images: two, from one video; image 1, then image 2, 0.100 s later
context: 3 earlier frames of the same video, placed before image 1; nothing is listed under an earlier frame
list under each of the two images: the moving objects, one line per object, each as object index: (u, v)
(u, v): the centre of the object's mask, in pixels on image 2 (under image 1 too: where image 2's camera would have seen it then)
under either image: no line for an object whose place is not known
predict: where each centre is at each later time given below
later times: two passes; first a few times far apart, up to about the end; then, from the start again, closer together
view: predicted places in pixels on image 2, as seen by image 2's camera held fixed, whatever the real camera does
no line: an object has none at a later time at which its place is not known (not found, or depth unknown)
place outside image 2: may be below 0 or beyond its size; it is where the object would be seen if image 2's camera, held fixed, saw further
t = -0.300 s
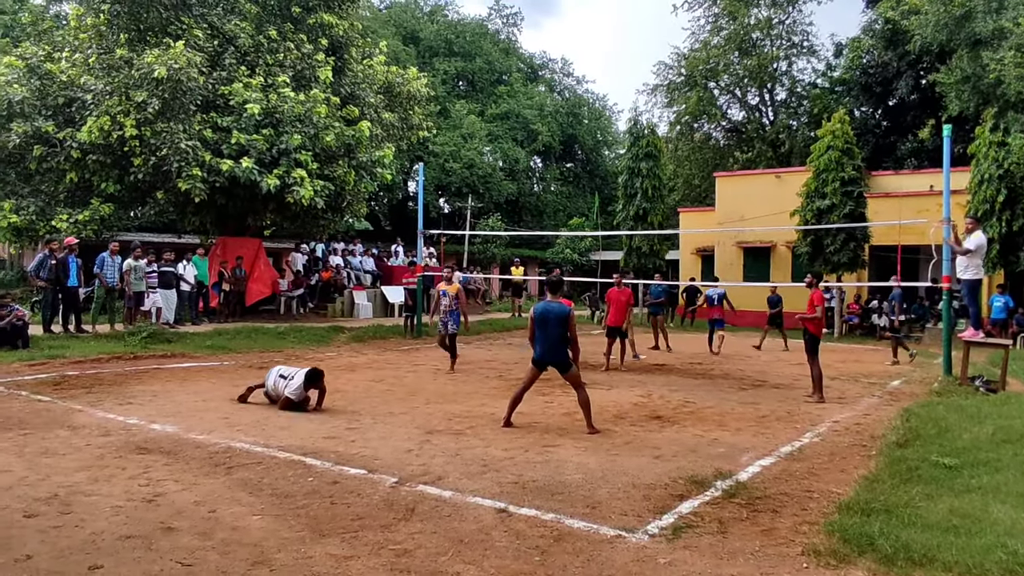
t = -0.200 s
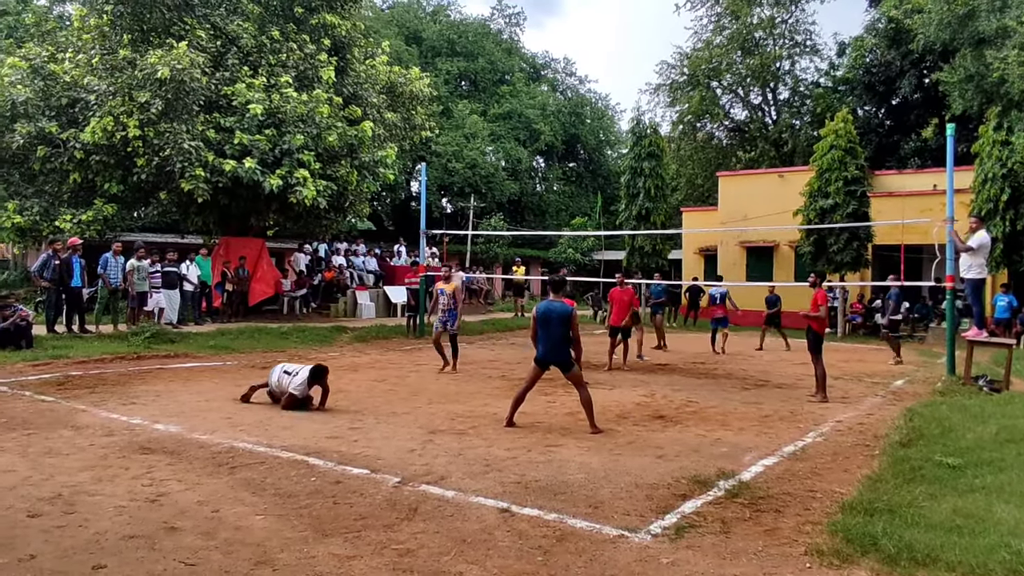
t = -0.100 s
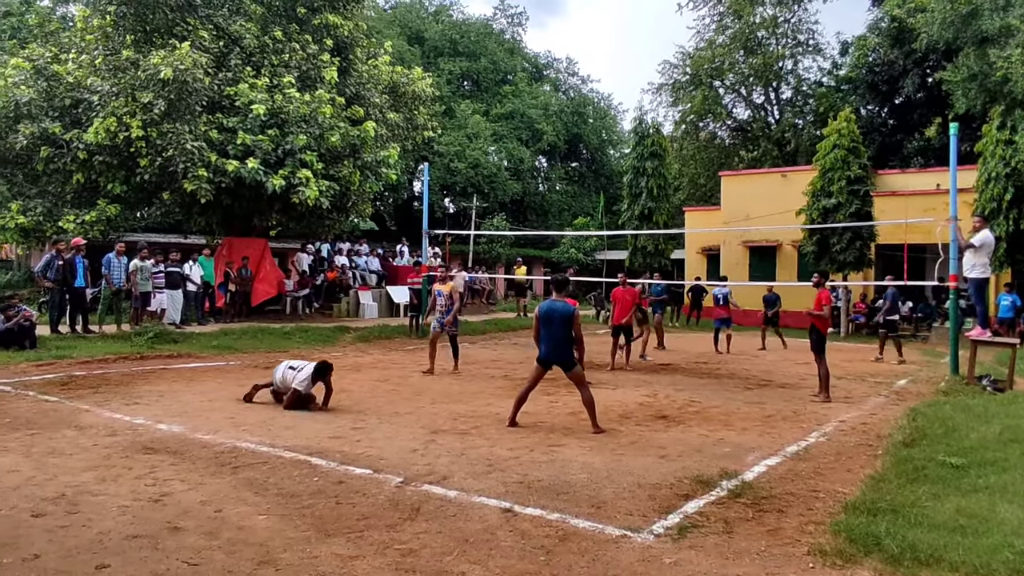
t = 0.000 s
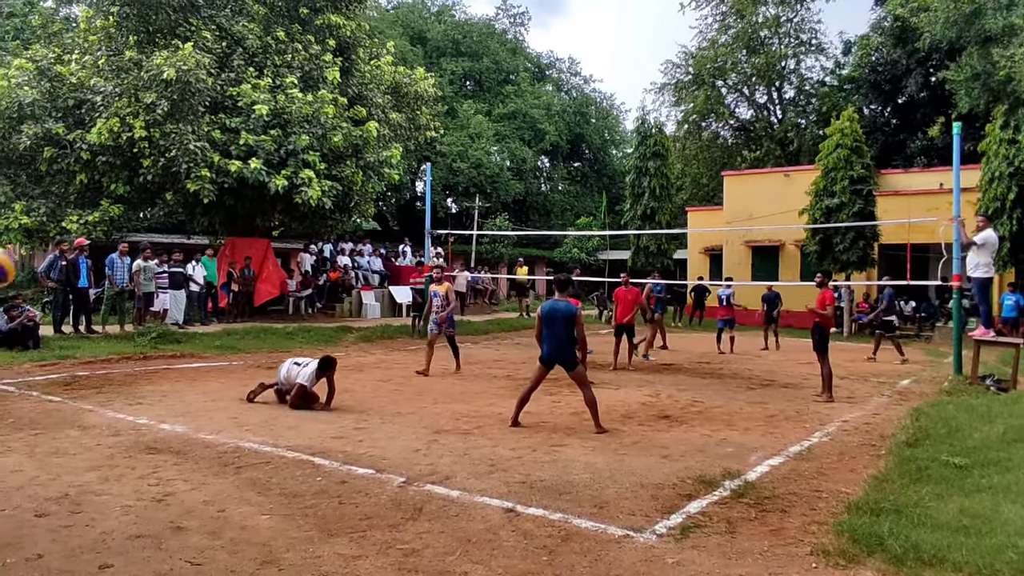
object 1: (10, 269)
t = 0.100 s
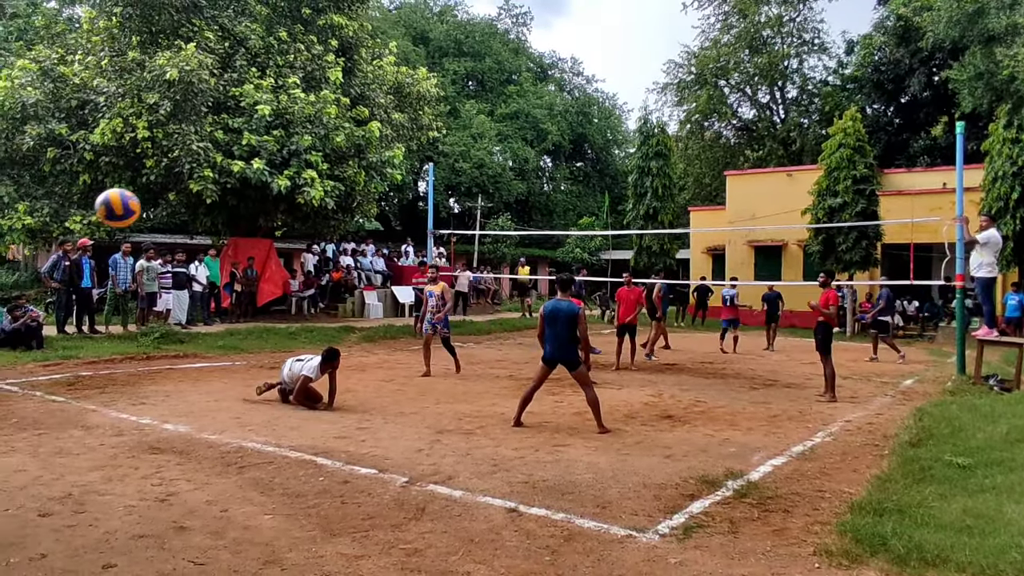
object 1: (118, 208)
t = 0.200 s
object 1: (224, 172)
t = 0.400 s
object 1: (403, 156)
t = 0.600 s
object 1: (543, 196)
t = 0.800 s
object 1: (657, 277)
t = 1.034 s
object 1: (767, 415)
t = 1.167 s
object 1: (812, 408)
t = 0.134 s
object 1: (155, 194)
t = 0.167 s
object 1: (190, 182)
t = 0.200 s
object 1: (224, 172)
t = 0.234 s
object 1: (257, 166)
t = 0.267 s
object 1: (288, 161)
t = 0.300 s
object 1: (319, 157)
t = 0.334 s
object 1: (347, 155)
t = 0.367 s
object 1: (375, 155)
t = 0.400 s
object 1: (403, 156)
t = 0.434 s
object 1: (428, 159)
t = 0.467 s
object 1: (453, 163)
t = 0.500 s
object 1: (477, 170)
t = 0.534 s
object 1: (500, 177)
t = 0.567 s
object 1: (522, 186)
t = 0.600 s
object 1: (543, 196)
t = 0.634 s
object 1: (563, 207)
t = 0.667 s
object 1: (584, 219)
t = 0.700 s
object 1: (603, 232)
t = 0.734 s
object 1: (622, 246)
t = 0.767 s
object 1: (640, 261)
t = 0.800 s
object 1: (657, 277)
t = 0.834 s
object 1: (676, 296)
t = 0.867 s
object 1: (691, 312)
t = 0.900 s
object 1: (707, 331)
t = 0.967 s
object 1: (737, 371)
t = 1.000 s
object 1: (753, 393)
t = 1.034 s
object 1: (767, 415)
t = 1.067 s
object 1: (780, 437)
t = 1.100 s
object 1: (792, 445)
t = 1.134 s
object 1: (802, 426)
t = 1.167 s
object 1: (812, 408)
